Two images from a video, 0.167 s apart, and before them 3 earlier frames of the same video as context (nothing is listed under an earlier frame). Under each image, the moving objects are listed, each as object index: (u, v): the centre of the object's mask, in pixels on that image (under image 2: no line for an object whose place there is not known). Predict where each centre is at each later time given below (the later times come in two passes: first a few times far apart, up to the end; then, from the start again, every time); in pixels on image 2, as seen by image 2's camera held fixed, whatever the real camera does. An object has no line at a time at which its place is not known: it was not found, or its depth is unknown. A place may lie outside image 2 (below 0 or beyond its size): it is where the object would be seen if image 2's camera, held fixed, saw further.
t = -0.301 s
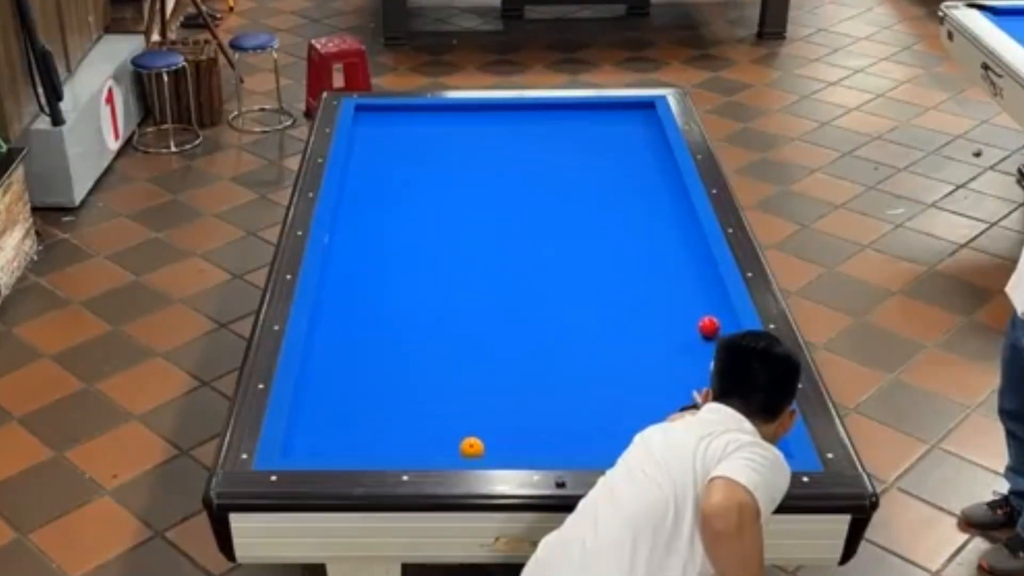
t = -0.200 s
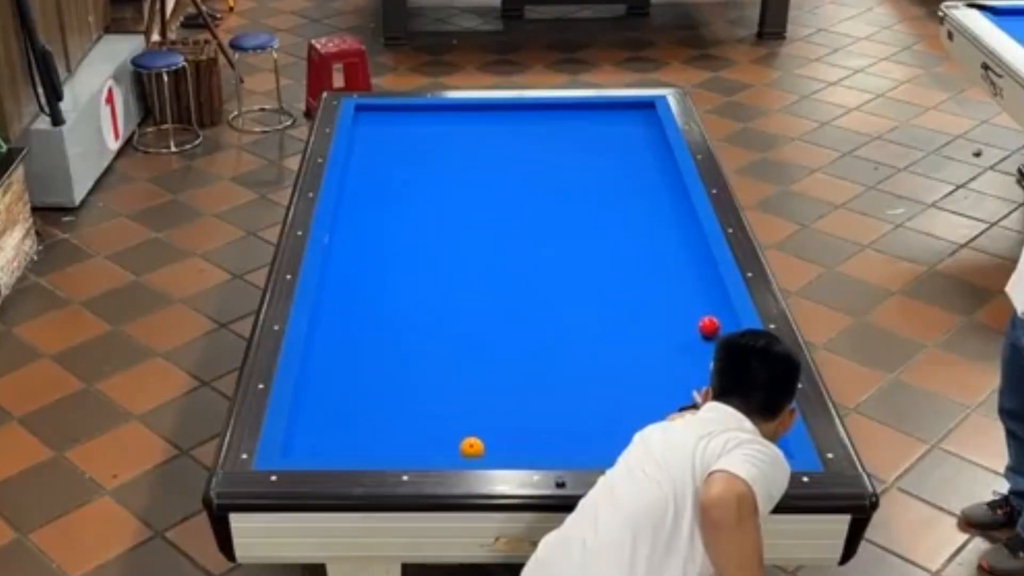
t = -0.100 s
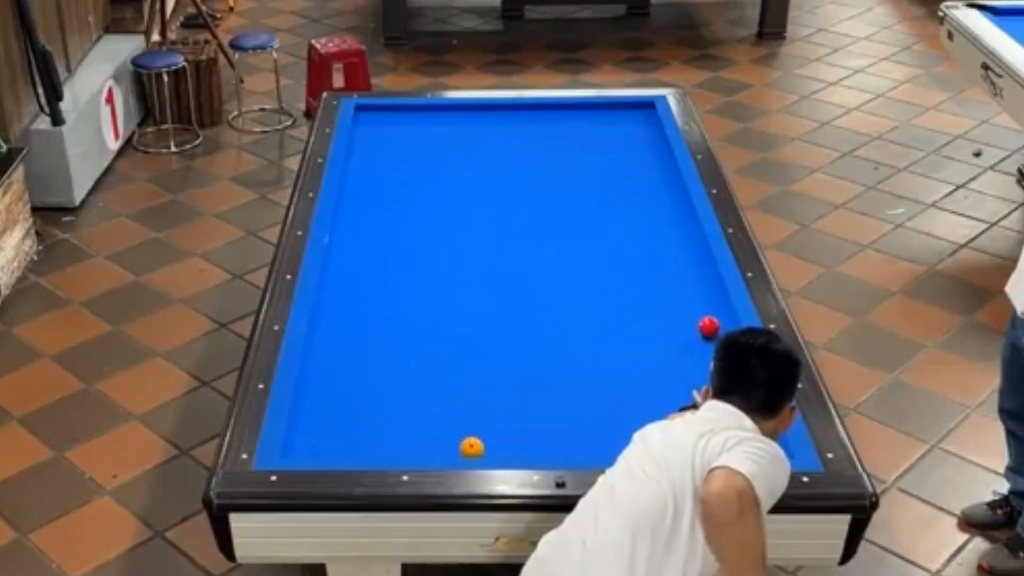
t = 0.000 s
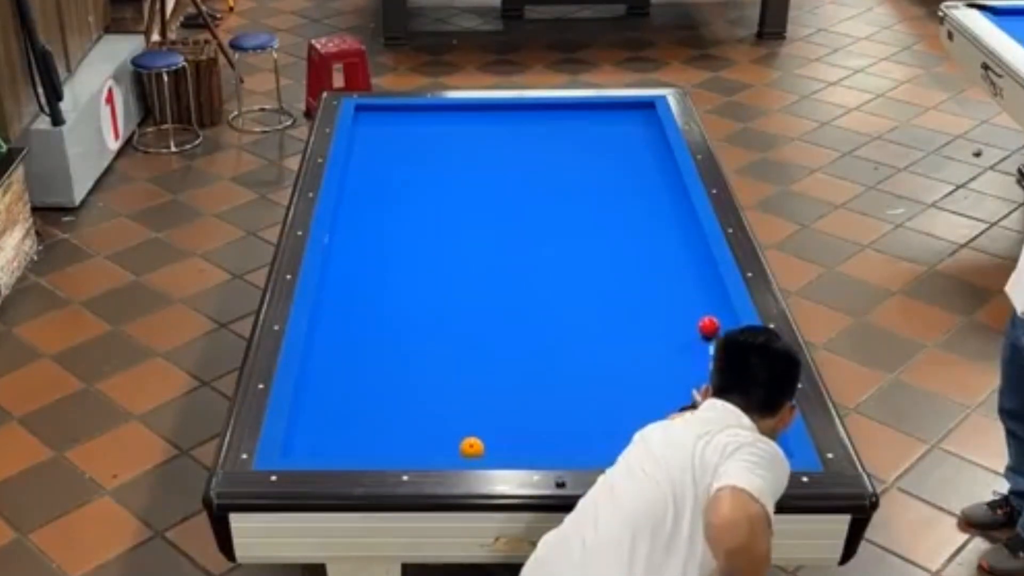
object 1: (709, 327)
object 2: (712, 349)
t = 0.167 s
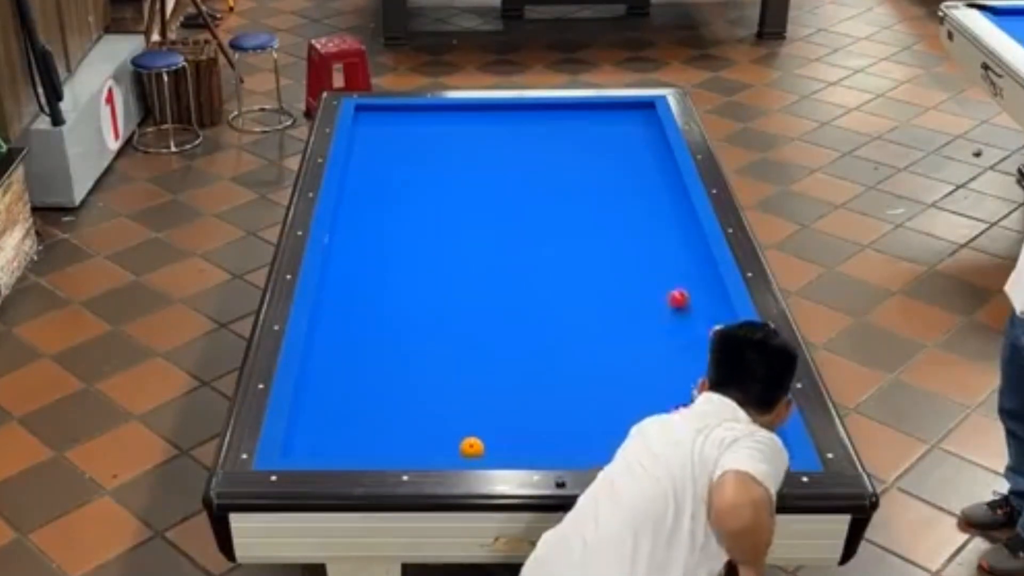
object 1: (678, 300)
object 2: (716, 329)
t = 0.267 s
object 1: (658, 282)
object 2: (699, 339)
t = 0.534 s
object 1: (614, 240)
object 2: (668, 355)
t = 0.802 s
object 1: (576, 204)
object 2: (638, 373)
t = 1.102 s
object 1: (538, 169)
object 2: (602, 391)
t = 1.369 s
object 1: (509, 141)
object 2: (567, 407)
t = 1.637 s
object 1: (483, 116)
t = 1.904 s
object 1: (465, 117)
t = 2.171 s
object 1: (450, 129)
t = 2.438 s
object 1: (433, 144)
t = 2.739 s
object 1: (414, 159)
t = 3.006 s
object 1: (398, 173)
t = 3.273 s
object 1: (381, 187)
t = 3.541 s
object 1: (363, 202)
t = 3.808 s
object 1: (345, 217)
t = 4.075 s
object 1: (340, 231)
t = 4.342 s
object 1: (346, 244)
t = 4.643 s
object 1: (351, 260)
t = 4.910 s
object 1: (357, 274)
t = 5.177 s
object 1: (361, 287)
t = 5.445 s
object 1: (368, 300)
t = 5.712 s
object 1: (372, 314)
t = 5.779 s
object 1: (373, 317)
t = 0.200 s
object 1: (671, 293)
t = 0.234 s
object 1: (665, 287)
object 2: (703, 337)
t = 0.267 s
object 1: (658, 282)
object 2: (699, 339)
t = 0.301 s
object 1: (652, 276)
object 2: (696, 340)
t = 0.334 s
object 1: (647, 270)
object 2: (691, 344)
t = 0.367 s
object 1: (642, 265)
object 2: (687, 345)
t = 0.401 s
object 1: (635, 260)
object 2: (684, 349)
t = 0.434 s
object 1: (630, 254)
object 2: (680, 349)
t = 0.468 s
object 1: (625, 249)
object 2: (676, 352)
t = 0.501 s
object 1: (619, 245)
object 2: (672, 353)
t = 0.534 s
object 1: (614, 240)
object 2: (668, 355)
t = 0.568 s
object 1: (609, 235)
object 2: (664, 357)
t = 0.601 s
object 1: (604, 230)
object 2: (660, 361)
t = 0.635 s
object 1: (599, 226)
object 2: (656, 362)
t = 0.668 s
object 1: (594, 221)
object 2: (652, 365)
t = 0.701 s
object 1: (590, 217)
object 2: (648, 367)
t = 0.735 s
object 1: (585, 213)
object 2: (645, 369)
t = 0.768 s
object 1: (580, 208)
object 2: (641, 371)
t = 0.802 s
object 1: (576, 204)
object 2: (638, 373)
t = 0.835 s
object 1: (572, 200)
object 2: (635, 375)
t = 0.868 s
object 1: (567, 196)
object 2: (630, 376)
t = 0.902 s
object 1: (563, 192)
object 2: (626, 378)
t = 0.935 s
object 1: (559, 188)
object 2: (622, 381)
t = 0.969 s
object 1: (554, 184)
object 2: (618, 383)
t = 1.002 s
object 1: (550, 180)
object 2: (614, 385)
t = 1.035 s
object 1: (546, 177)
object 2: (610, 387)
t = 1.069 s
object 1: (541, 172)
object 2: (606, 389)
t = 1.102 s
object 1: (538, 169)
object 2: (602, 391)
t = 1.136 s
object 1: (534, 165)
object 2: (598, 393)
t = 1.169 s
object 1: (531, 162)
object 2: (593, 395)
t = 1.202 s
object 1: (527, 159)
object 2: (589, 397)
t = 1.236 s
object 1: (523, 155)
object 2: (584, 399)
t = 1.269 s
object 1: (520, 152)
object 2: (580, 401)
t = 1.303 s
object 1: (516, 148)
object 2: (575, 403)
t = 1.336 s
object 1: (512, 145)
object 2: (571, 405)
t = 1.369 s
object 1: (509, 141)
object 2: (567, 407)
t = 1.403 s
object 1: (506, 138)
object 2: (562, 409)
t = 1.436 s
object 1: (501, 135)
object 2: (557, 411)
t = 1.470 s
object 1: (499, 132)
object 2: (553, 413)
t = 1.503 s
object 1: (495, 129)
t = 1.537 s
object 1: (493, 125)
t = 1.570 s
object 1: (489, 123)
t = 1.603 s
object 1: (486, 119)
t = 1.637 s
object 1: (483, 116)
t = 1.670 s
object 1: (480, 113)
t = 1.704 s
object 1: (477, 111)
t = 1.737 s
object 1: (475, 110)
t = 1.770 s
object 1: (472, 110)
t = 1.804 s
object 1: (470, 111)
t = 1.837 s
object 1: (468, 113)
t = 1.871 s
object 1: (466, 115)
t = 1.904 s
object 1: (465, 117)
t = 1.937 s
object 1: (462, 118)
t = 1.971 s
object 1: (461, 120)
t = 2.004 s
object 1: (459, 121)
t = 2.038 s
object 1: (457, 123)
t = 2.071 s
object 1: (456, 124)
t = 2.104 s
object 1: (454, 126)
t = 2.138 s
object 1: (452, 127)
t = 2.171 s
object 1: (450, 129)
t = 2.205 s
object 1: (447, 131)
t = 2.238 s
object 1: (445, 134)
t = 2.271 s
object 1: (443, 135)
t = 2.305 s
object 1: (441, 137)
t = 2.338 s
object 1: (438, 139)
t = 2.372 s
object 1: (436, 140)
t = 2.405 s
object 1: (435, 143)
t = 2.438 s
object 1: (433, 144)
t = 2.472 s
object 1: (431, 146)
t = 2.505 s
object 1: (429, 147)
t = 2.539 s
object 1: (427, 149)
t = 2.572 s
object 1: (425, 151)
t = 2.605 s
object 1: (423, 153)
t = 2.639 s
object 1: (420, 154)
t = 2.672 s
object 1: (418, 156)
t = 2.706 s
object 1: (416, 158)
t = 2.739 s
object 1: (414, 159)
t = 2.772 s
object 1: (412, 161)
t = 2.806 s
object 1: (410, 163)
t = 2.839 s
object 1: (408, 164)
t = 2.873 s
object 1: (406, 167)
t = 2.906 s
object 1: (404, 168)
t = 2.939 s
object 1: (402, 170)
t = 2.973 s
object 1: (400, 171)
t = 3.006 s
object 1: (398, 173)
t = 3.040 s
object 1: (396, 175)
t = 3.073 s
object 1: (394, 177)
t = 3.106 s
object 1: (392, 178)
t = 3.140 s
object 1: (389, 181)
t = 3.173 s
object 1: (387, 182)
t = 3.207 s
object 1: (385, 183)
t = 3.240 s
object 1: (383, 186)
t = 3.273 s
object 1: (381, 187)
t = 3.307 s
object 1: (379, 189)
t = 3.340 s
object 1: (376, 191)
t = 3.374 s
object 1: (374, 193)
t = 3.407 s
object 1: (372, 194)
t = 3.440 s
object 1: (370, 197)
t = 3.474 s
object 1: (367, 198)
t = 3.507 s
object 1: (365, 200)
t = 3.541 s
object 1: (363, 202)
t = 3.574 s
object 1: (361, 203)
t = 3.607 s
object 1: (358, 206)
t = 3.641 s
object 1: (356, 208)
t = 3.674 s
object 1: (354, 210)
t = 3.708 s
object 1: (352, 211)
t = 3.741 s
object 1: (350, 213)
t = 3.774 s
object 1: (347, 215)
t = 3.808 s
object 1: (345, 217)
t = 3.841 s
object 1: (343, 219)
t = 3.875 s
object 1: (340, 221)
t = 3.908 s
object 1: (338, 223)
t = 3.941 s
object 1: (337, 224)
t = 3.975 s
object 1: (338, 226)
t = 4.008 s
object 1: (339, 228)
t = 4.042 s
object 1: (340, 229)
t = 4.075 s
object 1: (340, 231)
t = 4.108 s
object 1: (341, 232)
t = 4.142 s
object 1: (341, 234)
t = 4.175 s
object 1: (341, 236)
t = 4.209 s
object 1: (342, 238)
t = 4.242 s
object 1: (343, 239)
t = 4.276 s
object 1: (344, 241)
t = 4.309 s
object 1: (345, 242)
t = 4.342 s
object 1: (346, 244)
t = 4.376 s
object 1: (346, 246)
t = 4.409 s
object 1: (347, 248)
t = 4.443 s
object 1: (348, 249)
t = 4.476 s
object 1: (348, 251)
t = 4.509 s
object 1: (348, 252)
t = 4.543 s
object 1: (349, 254)
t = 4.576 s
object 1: (350, 256)
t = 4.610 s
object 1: (351, 258)
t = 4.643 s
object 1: (351, 260)
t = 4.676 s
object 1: (352, 261)
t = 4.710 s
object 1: (352, 263)
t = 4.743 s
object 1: (354, 265)
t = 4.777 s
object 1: (354, 266)
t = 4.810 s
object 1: (354, 268)
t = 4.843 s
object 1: (355, 270)
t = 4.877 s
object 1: (356, 272)
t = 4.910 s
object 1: (357, 274)
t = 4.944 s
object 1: (357, 275)
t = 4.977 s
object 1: (358, 277)
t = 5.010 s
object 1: (359, 278)
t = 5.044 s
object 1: (360, 279)
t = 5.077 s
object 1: (360, 282)
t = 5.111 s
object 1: (361, 283)
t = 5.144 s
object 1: (361, 285)
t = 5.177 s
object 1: (361, 287)
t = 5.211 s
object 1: (362, 289)
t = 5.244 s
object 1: (363, 291)
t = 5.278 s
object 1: (364, 292)
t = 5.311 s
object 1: (365, 294)
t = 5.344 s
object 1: (366, 296)
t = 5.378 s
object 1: (366, 297)
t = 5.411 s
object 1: (366, 299)
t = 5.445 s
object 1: (368, 300)
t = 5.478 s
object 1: (368, 302)
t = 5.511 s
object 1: (368, 303)
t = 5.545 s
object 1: (369, 305)
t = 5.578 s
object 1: (370, 307)
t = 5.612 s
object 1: (370, 309)
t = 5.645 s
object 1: (371, 310)
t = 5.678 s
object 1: (371, 312)
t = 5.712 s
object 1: (372, 314)
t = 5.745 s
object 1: (373, 316)
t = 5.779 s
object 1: (373, 317)
